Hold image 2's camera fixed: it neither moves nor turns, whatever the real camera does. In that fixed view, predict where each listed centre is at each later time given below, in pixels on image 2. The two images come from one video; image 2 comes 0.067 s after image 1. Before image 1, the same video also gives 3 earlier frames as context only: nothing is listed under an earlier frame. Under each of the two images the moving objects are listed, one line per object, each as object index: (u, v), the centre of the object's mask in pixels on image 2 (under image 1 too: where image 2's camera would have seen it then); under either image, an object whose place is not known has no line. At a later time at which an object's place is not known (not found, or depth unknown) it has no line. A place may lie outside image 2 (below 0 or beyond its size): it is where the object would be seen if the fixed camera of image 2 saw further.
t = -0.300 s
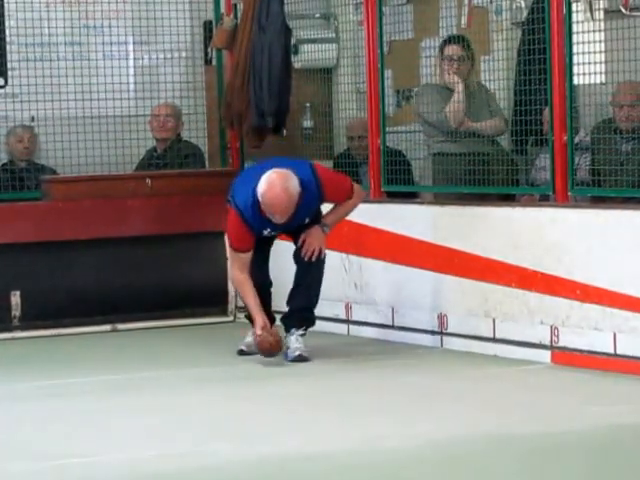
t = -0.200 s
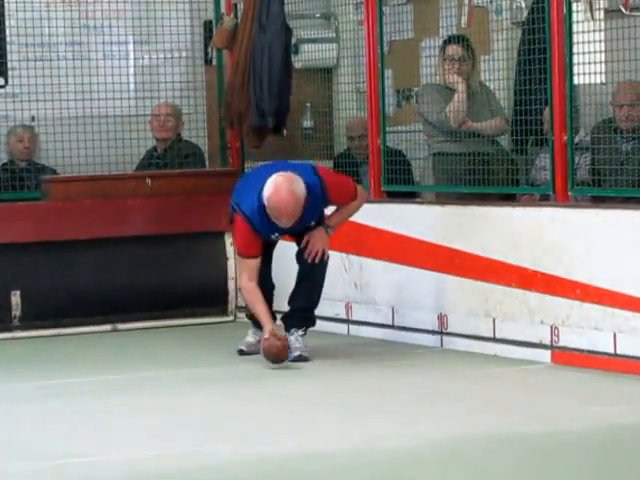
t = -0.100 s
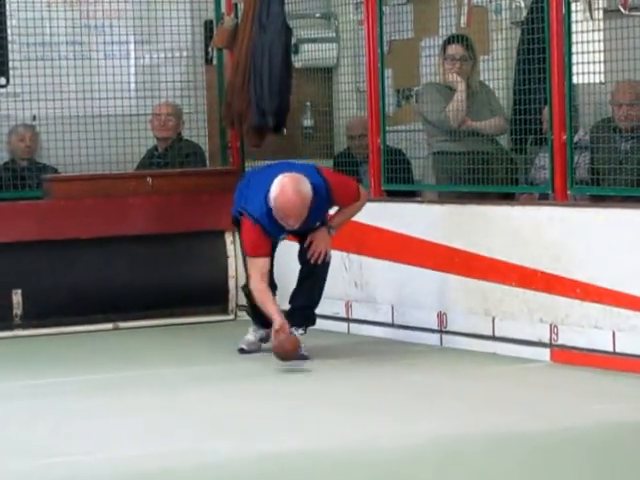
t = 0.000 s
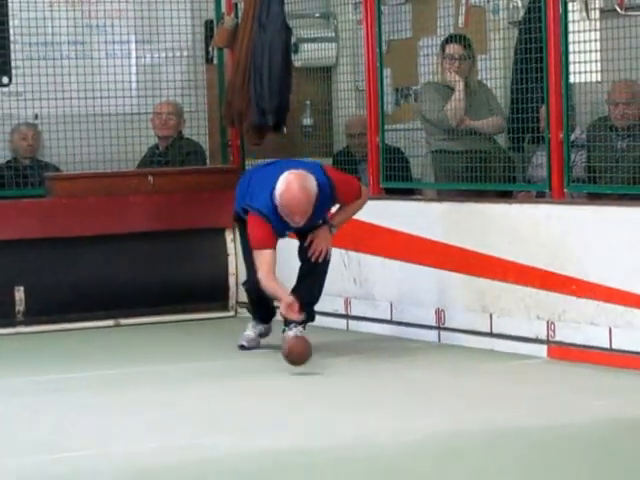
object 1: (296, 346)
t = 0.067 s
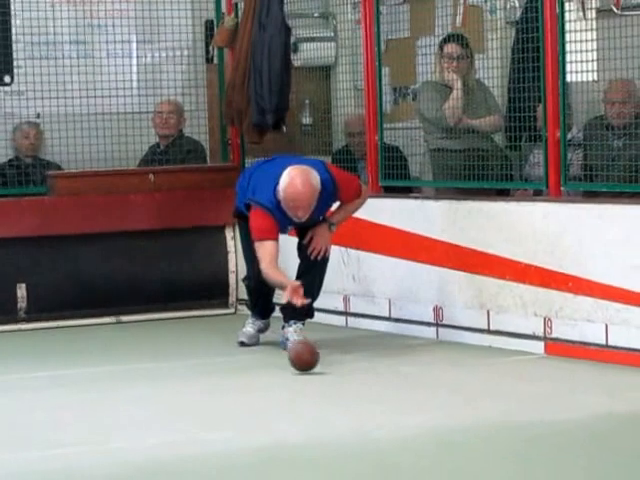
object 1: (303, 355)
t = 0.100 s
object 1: (307, 356)
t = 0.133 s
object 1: (310, 359)
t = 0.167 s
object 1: (313, 362)
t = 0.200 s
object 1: (316, 364)
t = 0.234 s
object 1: (319, 366)
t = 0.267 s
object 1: (323, 367)
